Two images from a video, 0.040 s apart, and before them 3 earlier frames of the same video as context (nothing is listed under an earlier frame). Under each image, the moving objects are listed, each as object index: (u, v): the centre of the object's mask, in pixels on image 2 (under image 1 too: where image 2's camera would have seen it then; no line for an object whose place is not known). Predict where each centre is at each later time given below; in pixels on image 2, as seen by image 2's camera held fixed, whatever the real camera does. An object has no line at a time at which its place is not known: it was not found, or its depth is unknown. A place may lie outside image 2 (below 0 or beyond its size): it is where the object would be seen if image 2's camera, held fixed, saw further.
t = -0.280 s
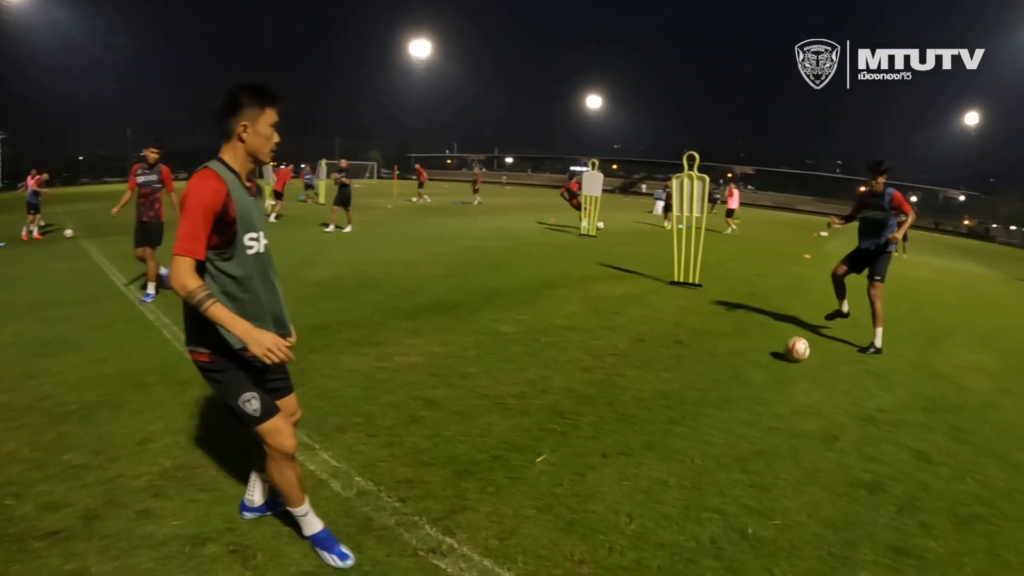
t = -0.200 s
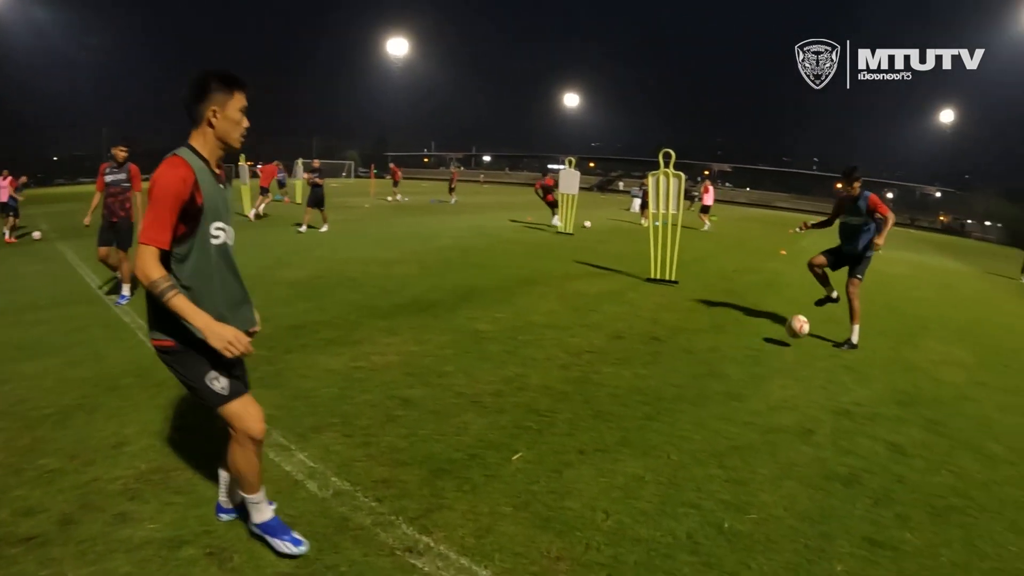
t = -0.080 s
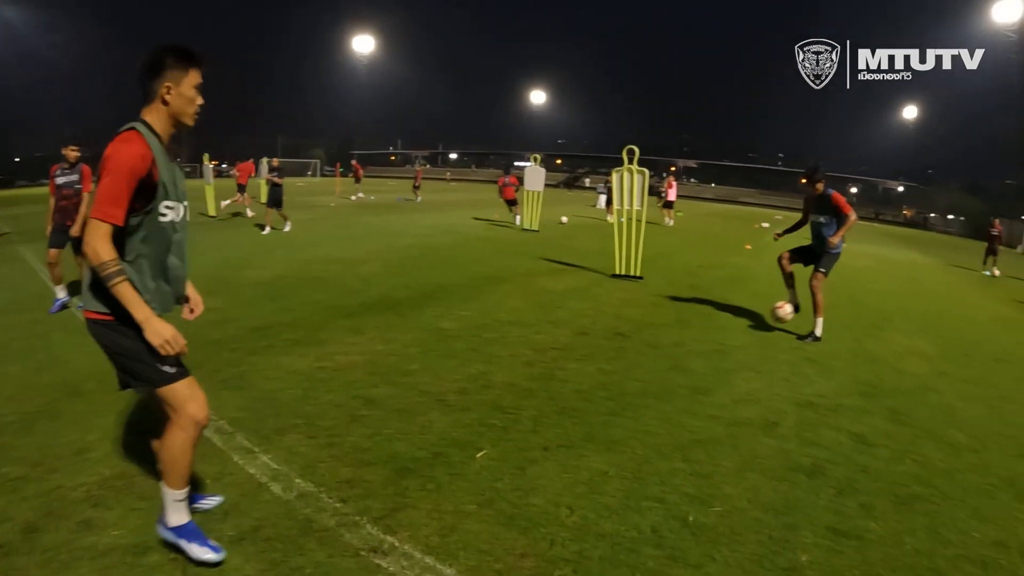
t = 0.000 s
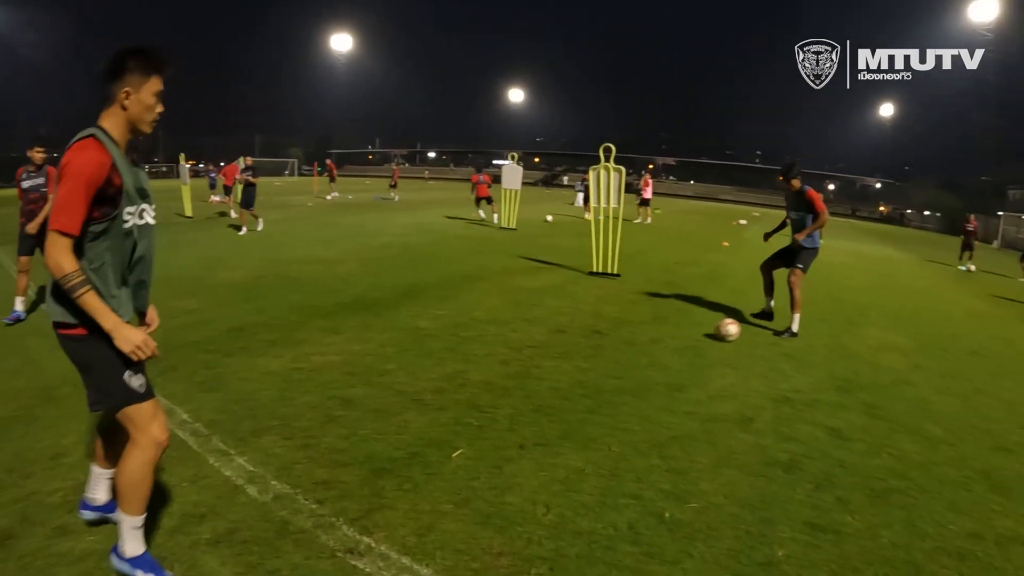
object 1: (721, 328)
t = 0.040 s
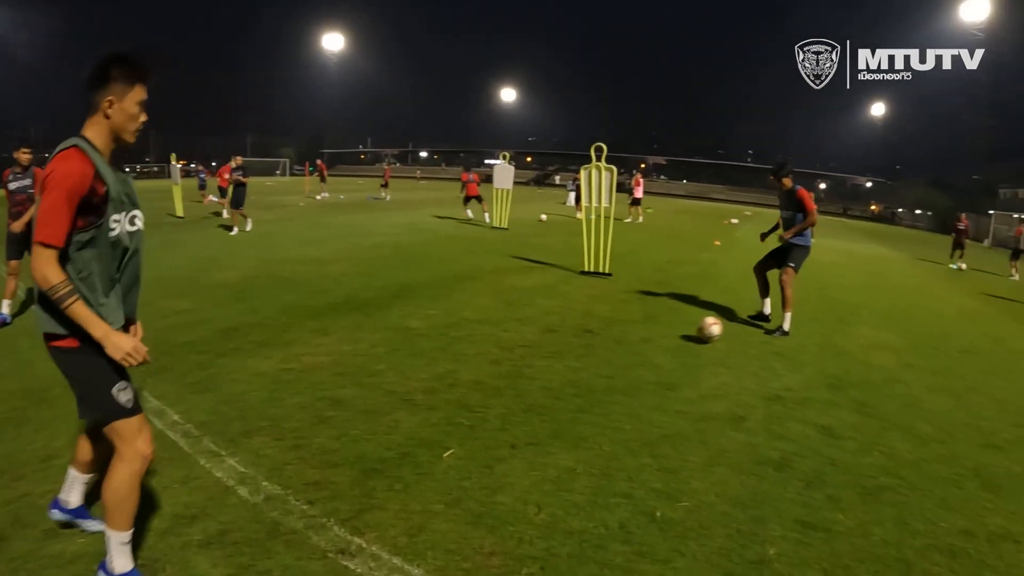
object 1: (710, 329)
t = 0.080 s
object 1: (695, 329)
